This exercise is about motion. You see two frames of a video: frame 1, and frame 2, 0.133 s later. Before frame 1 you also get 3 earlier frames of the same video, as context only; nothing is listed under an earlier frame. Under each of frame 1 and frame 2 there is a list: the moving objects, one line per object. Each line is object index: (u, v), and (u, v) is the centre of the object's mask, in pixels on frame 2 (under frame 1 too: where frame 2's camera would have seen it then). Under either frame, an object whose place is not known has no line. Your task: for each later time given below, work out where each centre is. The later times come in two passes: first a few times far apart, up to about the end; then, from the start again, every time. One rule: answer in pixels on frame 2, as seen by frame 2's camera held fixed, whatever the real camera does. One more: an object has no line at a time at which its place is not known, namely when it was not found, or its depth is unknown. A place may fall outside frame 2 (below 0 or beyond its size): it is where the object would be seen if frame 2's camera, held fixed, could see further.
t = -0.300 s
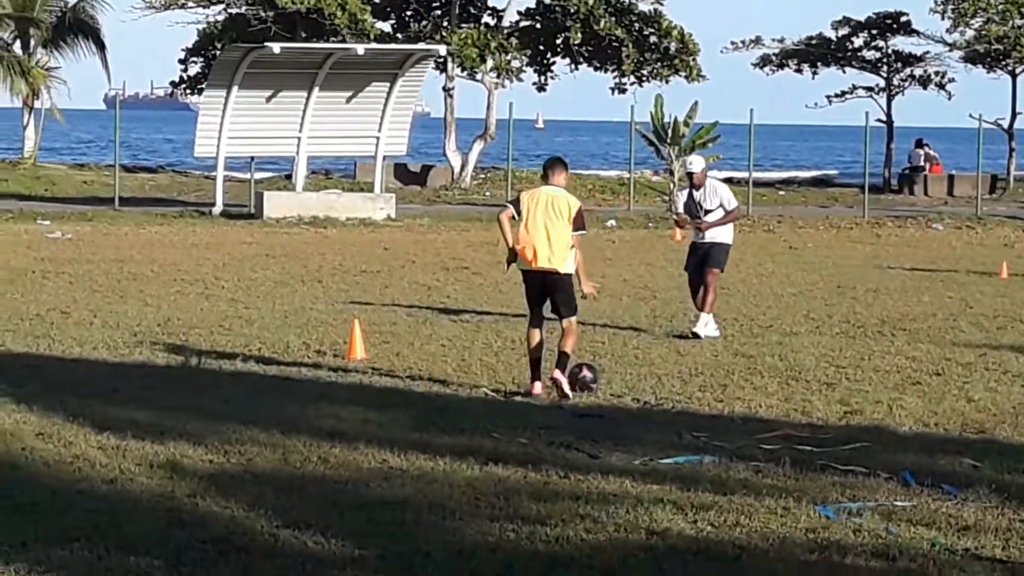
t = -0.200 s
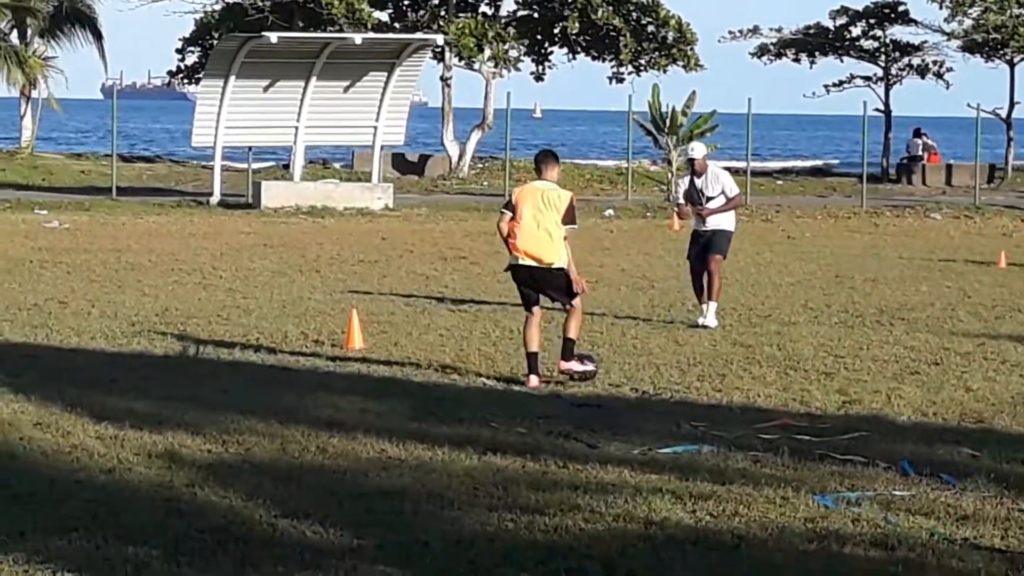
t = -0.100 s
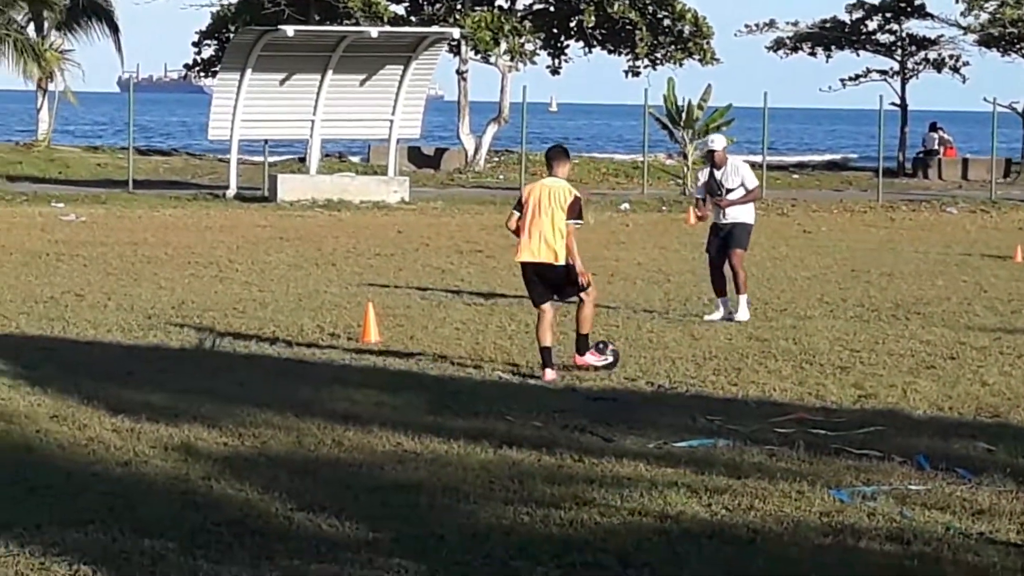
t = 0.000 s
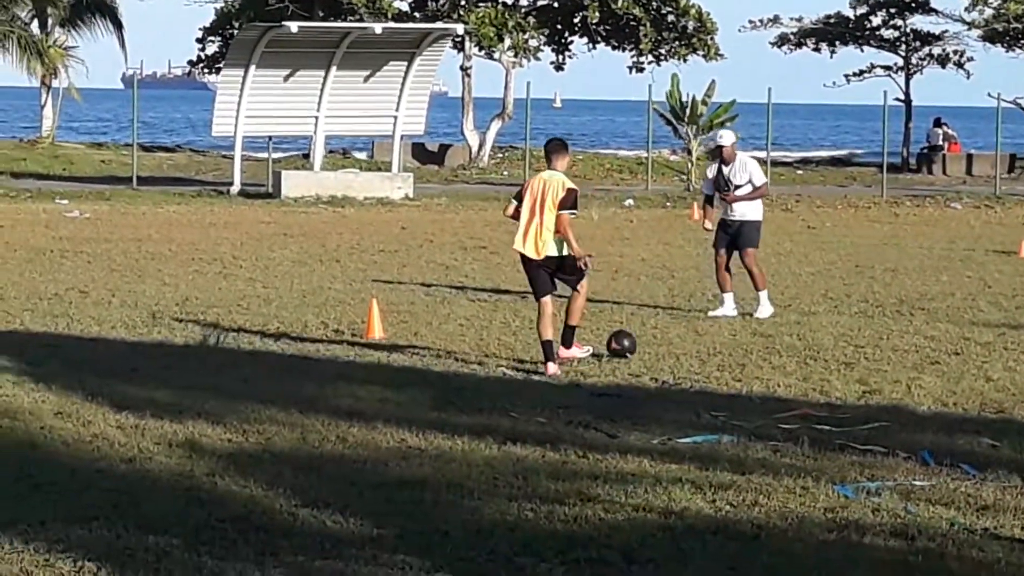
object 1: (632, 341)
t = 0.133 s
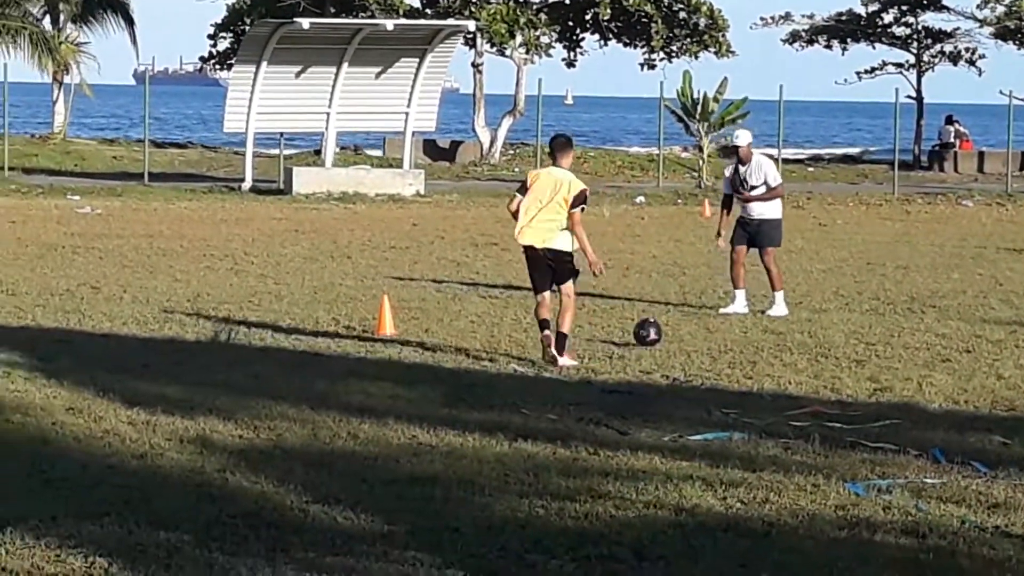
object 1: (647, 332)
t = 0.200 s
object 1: (655, 324)
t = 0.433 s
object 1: (677, 315)
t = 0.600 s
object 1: (691, 313)
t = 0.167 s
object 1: (651, 328)
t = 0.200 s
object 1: (655, 324)
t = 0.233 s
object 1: (658, 322)
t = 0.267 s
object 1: (662, 320)
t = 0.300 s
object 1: (665, 321)
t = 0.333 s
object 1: (669, 324)
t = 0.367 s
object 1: (672, 322)
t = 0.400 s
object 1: (674, 318)
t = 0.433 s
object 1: (677, 315)
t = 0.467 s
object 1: (680, 314)
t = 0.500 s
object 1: (683, 314)
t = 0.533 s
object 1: (685, 315)
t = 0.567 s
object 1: (688, 317)
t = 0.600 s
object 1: (691, 313)
